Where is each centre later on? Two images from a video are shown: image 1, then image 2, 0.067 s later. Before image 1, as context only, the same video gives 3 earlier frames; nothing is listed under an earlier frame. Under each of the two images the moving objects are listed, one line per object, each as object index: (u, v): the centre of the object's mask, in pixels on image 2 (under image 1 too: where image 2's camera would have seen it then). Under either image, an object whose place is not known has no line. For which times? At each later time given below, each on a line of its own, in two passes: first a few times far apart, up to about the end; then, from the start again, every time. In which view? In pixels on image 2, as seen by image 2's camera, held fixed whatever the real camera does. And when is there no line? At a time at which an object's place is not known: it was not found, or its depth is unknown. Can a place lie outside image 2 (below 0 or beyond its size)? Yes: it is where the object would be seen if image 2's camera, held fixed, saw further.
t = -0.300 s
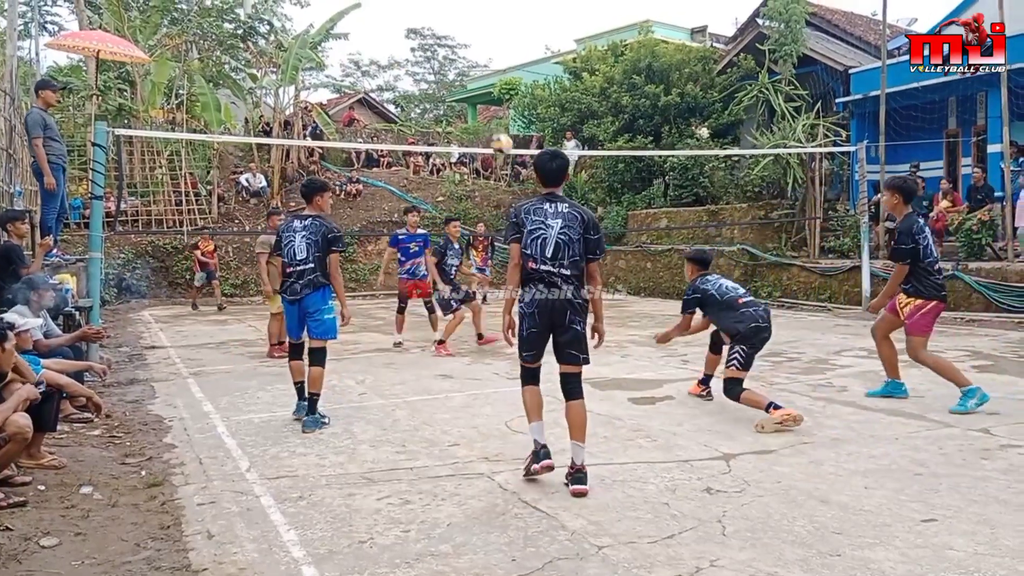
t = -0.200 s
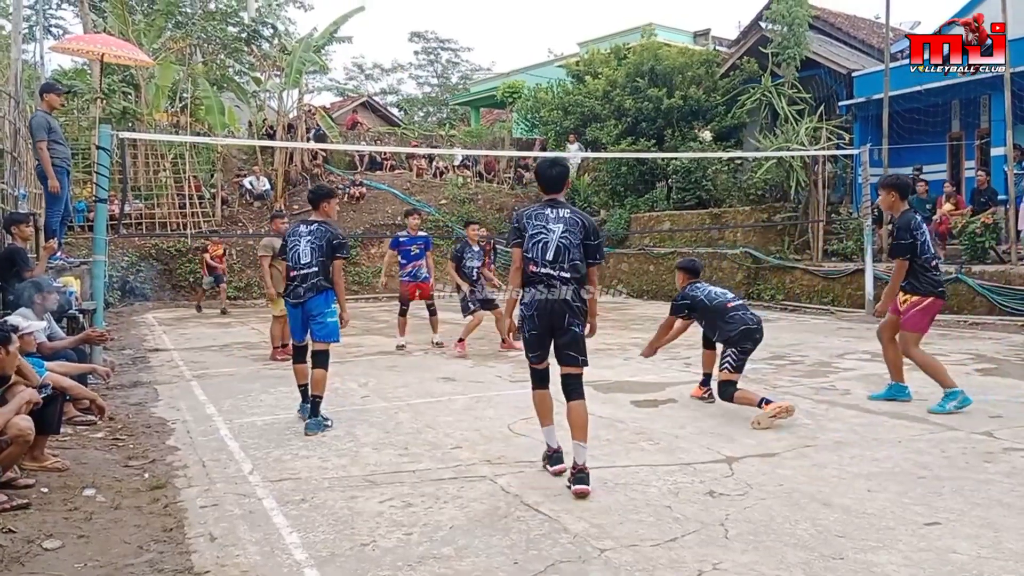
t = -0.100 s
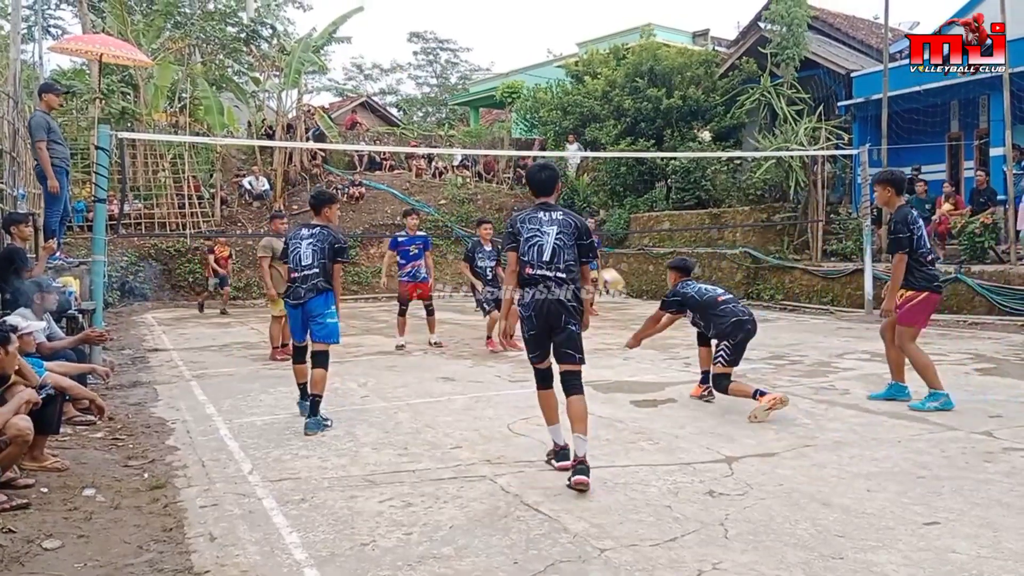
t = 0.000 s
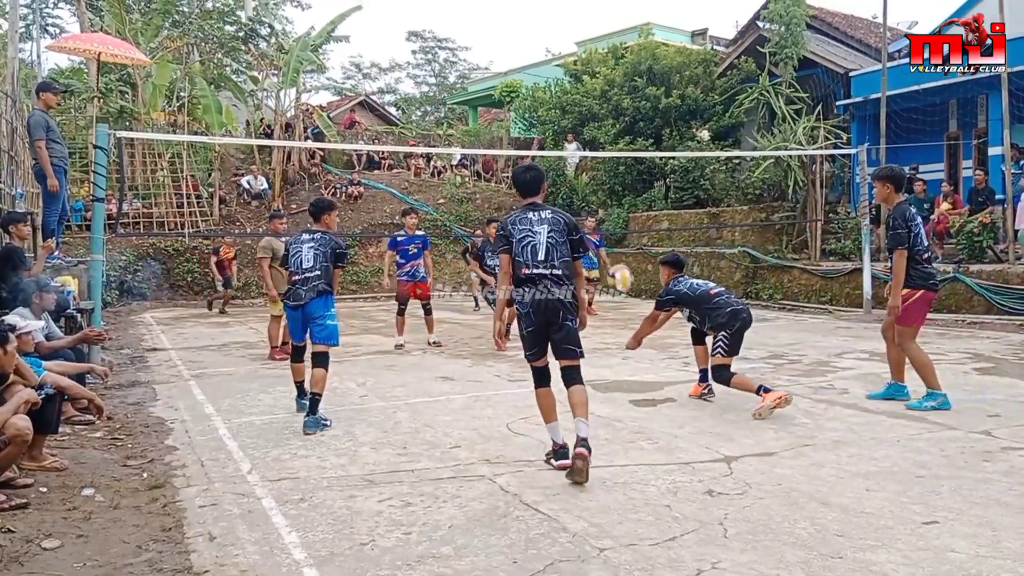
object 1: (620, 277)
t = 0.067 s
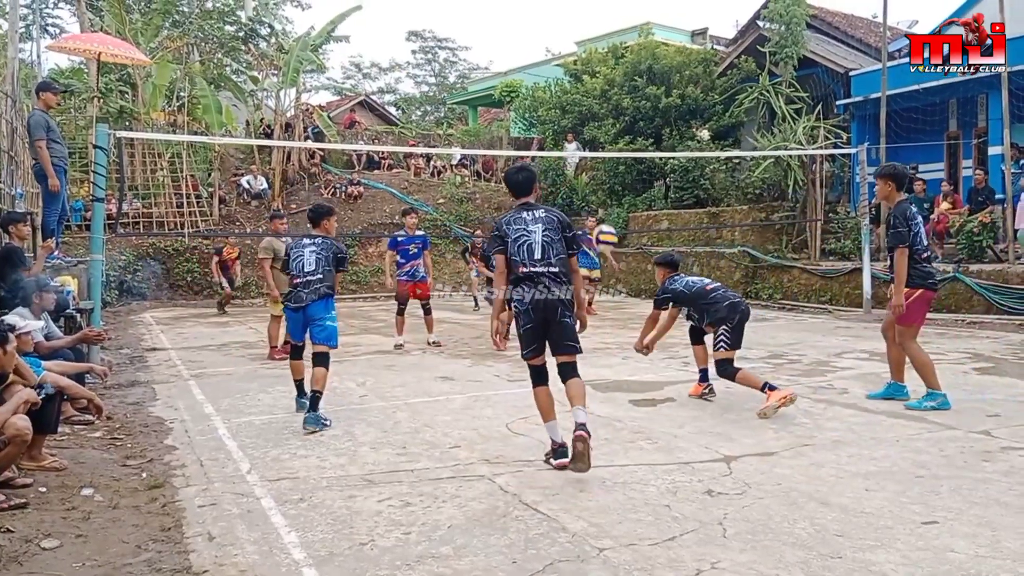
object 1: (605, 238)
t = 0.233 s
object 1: (571, 164)
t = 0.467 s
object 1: (527, 119)
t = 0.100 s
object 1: (598, 220)
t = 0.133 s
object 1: (591, 204)
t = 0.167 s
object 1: (584, 189)
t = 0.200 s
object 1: (577, 176)
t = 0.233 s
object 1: (571, 164)
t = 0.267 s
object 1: (563, 153)
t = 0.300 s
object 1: (557, 145)
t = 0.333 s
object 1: (551, 138)
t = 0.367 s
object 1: (545, 131)
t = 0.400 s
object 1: (539, 126)
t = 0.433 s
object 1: (533, 122)
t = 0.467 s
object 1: (527, 119)
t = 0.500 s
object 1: (522, 117)
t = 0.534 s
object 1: (516, 117)
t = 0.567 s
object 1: (510, 118)
